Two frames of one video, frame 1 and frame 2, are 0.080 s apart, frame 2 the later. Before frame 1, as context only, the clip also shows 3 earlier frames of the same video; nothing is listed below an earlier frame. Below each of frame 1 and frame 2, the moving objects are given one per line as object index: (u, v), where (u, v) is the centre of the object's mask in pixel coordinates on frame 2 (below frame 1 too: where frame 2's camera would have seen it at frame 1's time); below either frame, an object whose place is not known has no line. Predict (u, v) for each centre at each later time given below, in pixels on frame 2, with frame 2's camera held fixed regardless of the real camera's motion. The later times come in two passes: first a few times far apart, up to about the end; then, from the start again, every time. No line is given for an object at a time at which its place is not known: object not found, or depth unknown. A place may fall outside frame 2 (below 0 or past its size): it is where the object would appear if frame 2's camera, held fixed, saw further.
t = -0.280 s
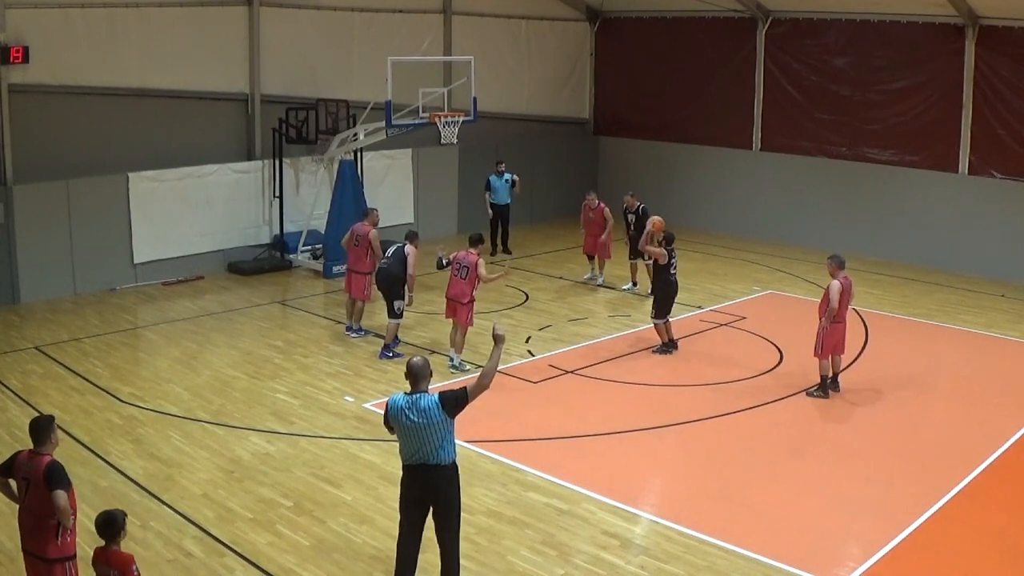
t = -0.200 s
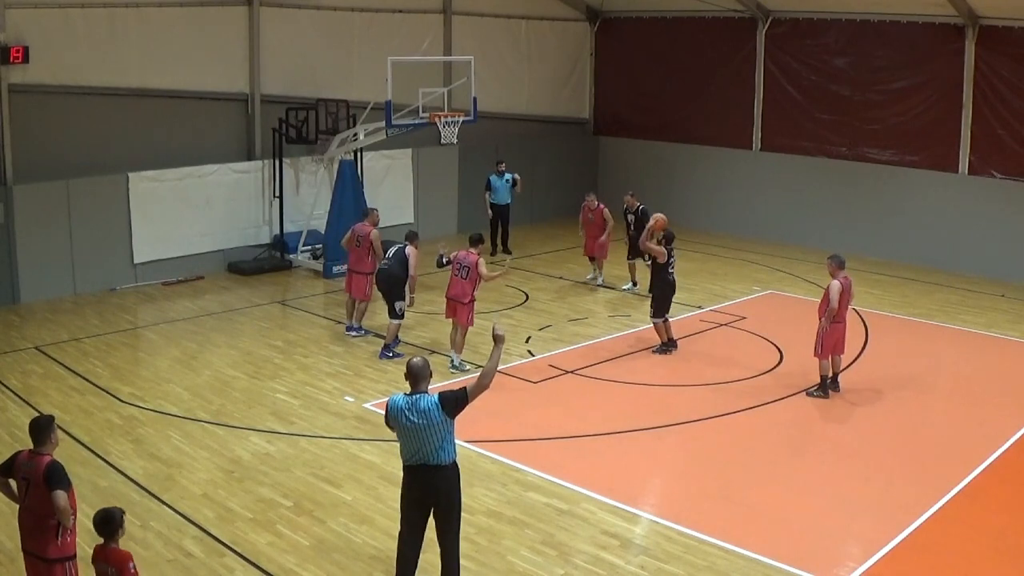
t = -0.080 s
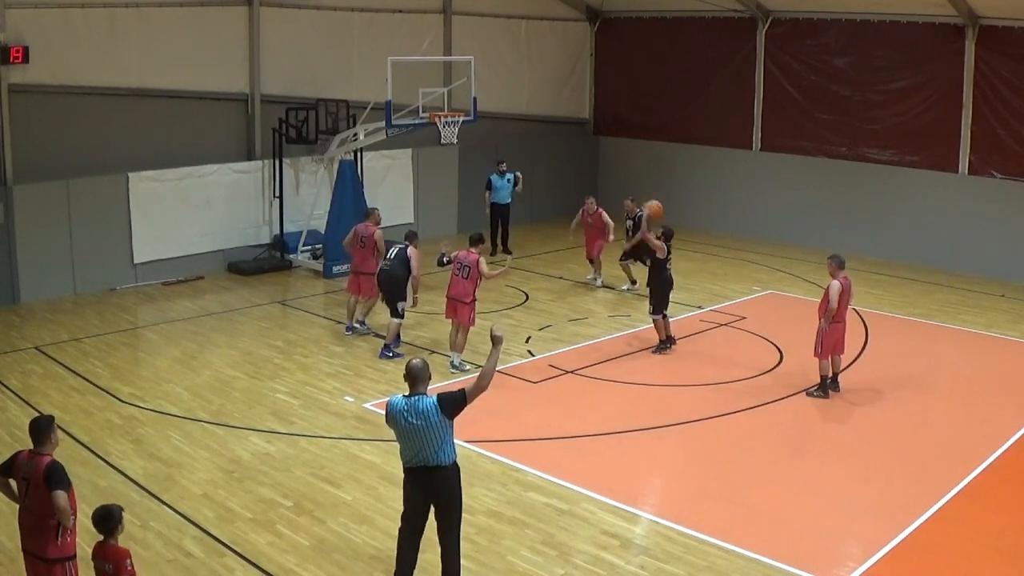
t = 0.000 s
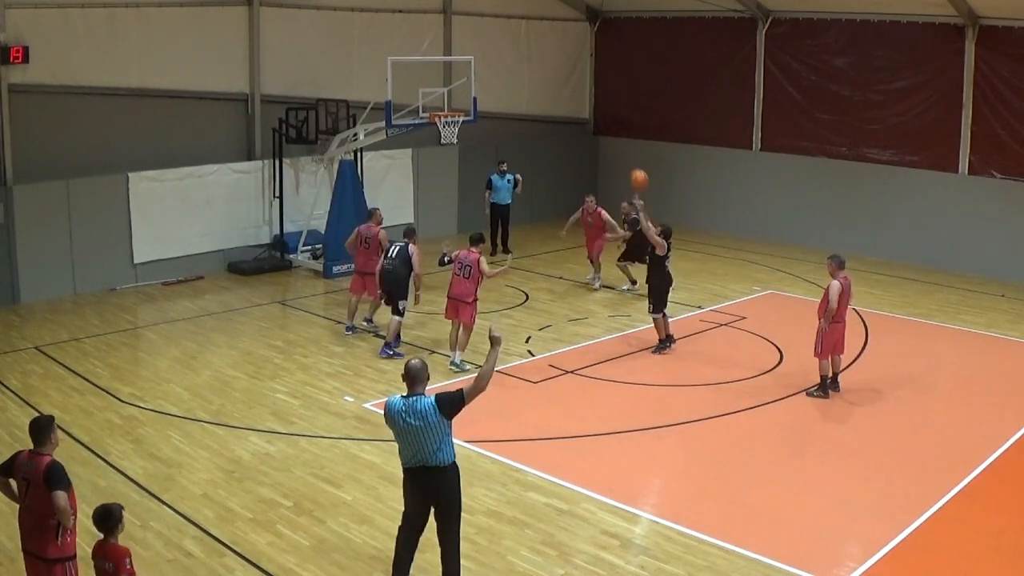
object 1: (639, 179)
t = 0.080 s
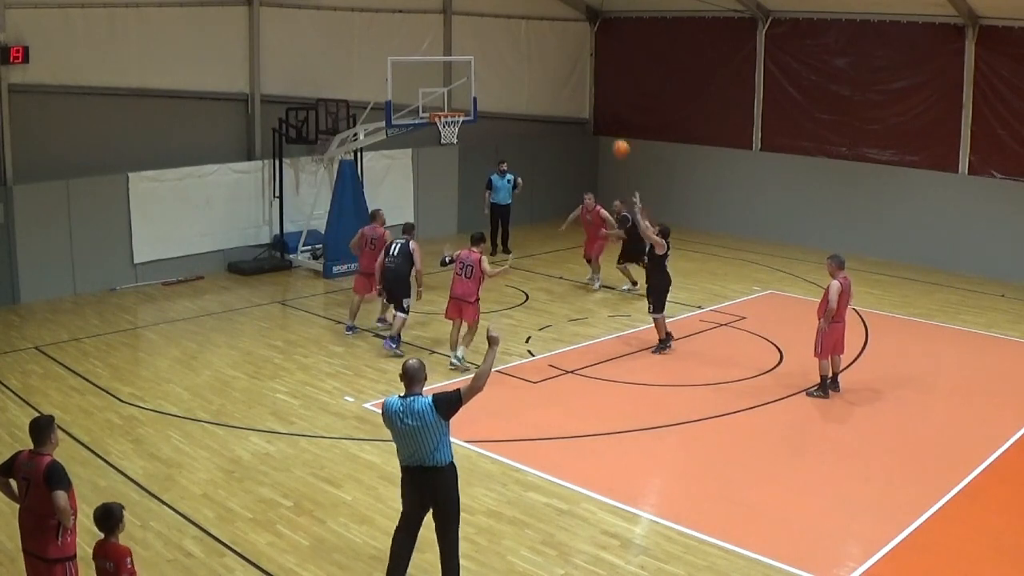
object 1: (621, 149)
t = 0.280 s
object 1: (577, 95)
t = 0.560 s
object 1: (517, 71)
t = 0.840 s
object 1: (464, 97)
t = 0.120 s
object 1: (612, 135)
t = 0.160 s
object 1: (602, 124)
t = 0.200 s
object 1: (594, 114)
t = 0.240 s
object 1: (585, 104)
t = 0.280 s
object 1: (577, 95)
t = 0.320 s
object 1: (567, 88)
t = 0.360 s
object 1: (558, 83)
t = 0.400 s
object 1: (549, 78)
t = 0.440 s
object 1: (542, 75)
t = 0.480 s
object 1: (533, 72)
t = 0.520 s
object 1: (525, 71)
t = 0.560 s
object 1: (517, 71)
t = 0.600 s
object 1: (510, 72)
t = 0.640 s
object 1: (502, 74)
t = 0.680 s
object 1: (494, 77)
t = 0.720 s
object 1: (486, 81)
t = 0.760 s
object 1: (479, 85)
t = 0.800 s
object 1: (472, 91)
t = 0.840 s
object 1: (464, 97)
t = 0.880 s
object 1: (458, 103)
